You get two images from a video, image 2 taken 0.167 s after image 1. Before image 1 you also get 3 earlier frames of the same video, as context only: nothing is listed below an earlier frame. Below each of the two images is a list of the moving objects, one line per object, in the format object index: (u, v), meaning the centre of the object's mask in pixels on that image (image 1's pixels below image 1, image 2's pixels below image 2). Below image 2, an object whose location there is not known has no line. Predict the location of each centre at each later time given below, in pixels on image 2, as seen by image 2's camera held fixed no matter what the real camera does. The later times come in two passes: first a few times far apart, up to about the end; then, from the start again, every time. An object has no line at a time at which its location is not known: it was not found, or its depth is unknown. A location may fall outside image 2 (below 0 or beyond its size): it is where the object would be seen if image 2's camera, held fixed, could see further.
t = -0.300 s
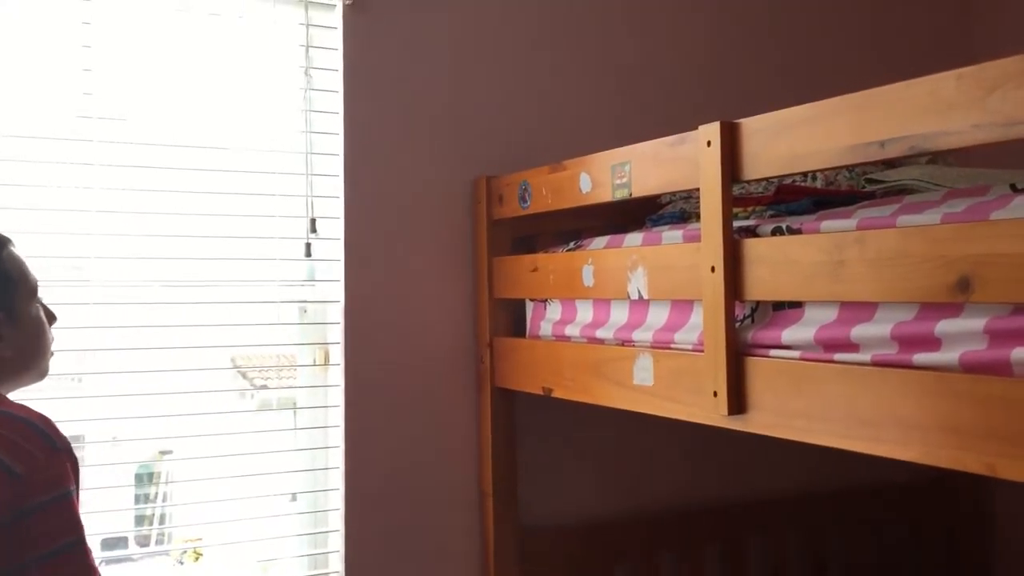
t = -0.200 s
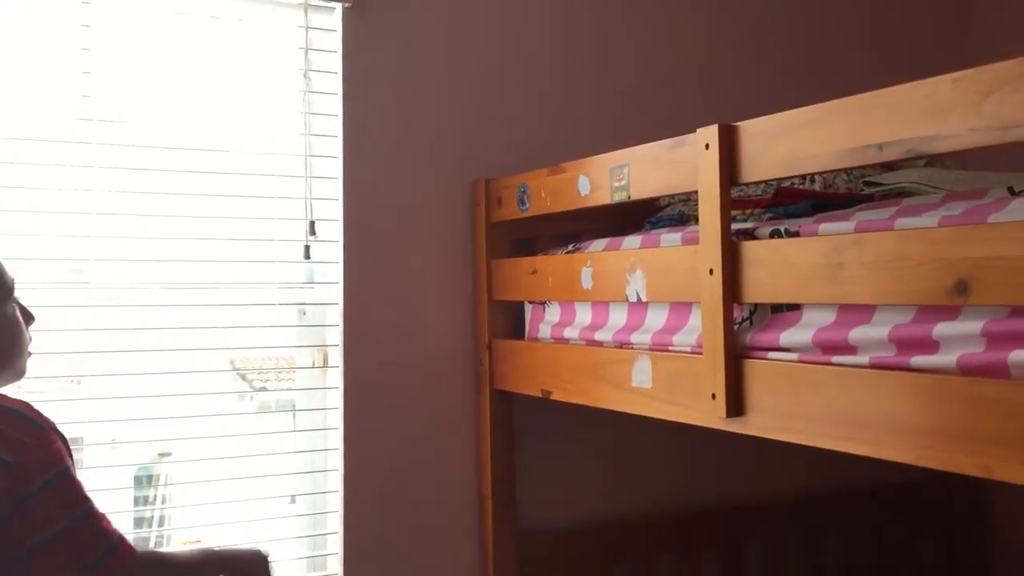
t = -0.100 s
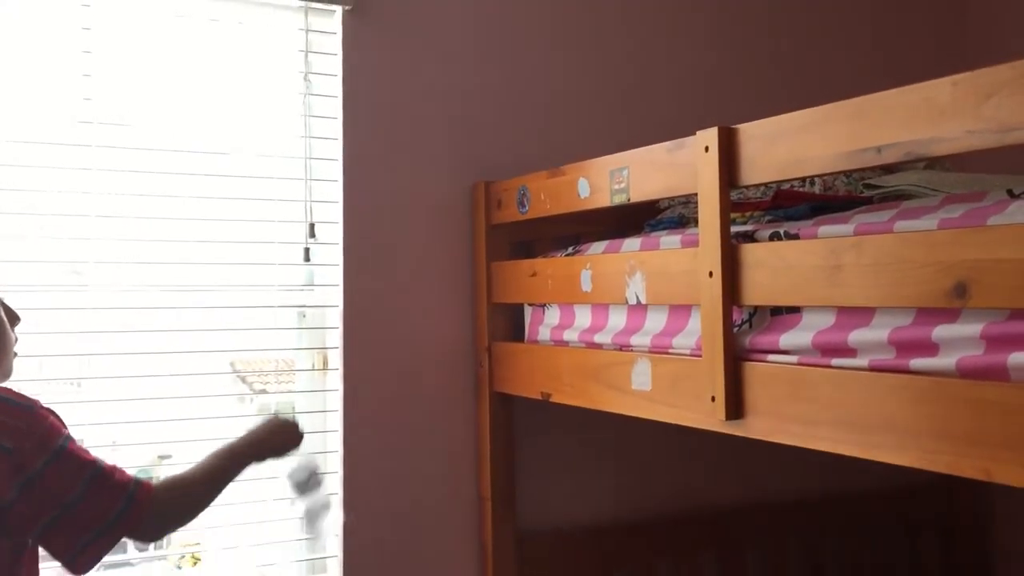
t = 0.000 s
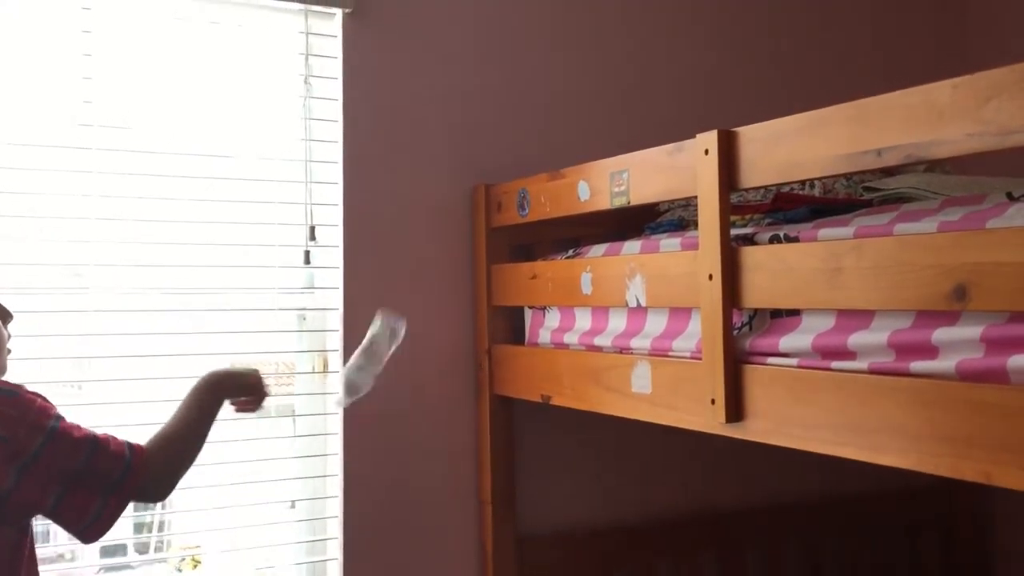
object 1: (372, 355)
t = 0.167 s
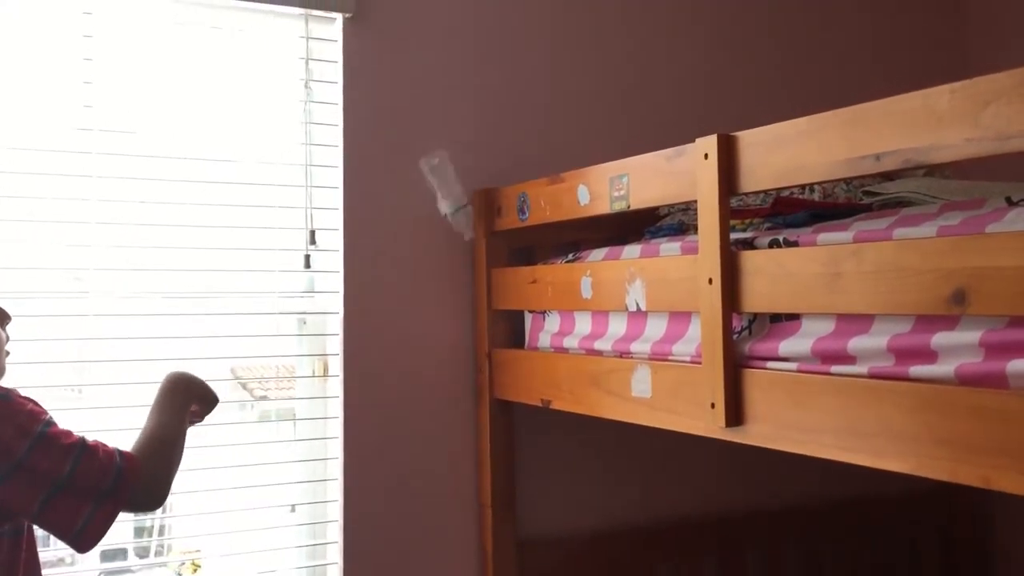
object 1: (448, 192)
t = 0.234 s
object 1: (459, 180)
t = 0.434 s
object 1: (462, 182)
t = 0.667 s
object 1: (433, 255)
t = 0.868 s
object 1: (400, 500)
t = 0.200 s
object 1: (454, 183)
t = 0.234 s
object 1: (459, 180)
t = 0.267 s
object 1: (463, 178)
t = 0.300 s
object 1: (466, 178)
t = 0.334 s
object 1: (459, 192)
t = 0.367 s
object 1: (463, 186)
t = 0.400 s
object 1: (462, 184)
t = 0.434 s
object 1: (462, 182)
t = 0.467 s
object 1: (458, 184)
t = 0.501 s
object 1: (457, 186)
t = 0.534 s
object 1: (450, 194)
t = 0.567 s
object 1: (447, 201)
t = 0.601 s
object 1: (443, 212)
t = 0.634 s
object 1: (440, 229)
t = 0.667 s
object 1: (433, 255)
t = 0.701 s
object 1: (428, 282)
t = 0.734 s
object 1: (423, 317)
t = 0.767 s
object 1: (419, 354)
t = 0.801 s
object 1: (413, 398)
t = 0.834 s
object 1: (406, 448)
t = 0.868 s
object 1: (400, 500)
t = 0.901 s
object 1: (399, 544)
